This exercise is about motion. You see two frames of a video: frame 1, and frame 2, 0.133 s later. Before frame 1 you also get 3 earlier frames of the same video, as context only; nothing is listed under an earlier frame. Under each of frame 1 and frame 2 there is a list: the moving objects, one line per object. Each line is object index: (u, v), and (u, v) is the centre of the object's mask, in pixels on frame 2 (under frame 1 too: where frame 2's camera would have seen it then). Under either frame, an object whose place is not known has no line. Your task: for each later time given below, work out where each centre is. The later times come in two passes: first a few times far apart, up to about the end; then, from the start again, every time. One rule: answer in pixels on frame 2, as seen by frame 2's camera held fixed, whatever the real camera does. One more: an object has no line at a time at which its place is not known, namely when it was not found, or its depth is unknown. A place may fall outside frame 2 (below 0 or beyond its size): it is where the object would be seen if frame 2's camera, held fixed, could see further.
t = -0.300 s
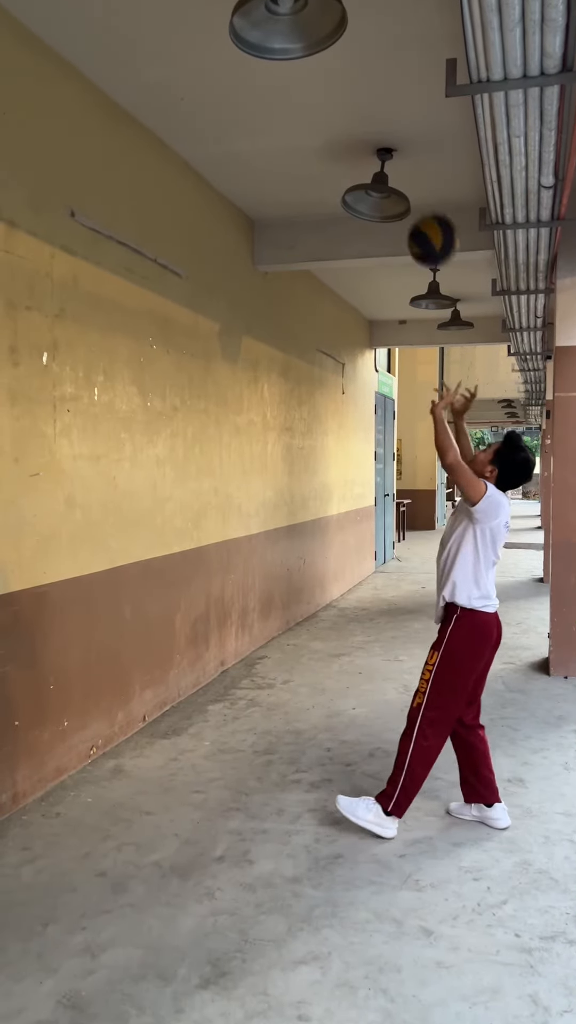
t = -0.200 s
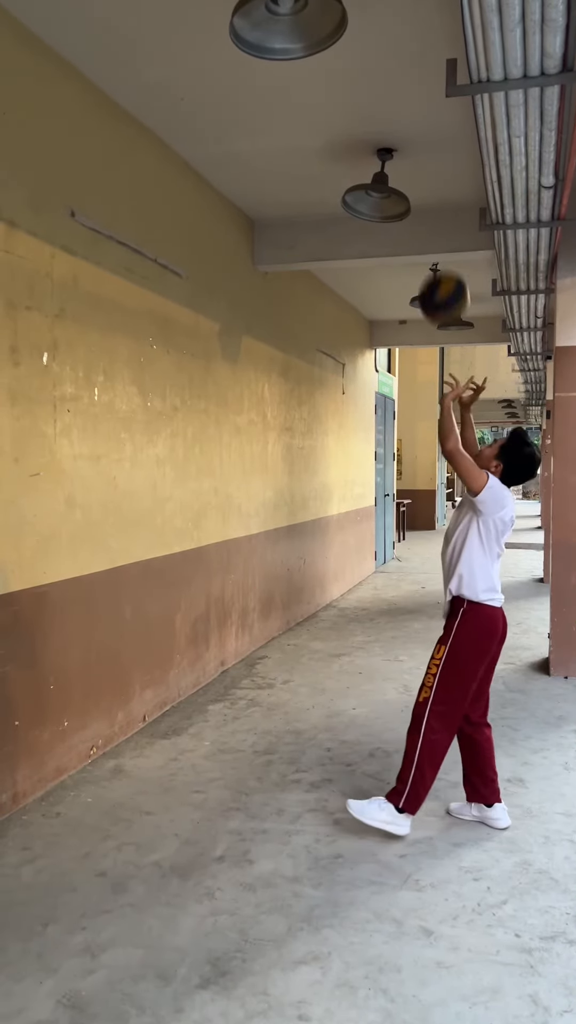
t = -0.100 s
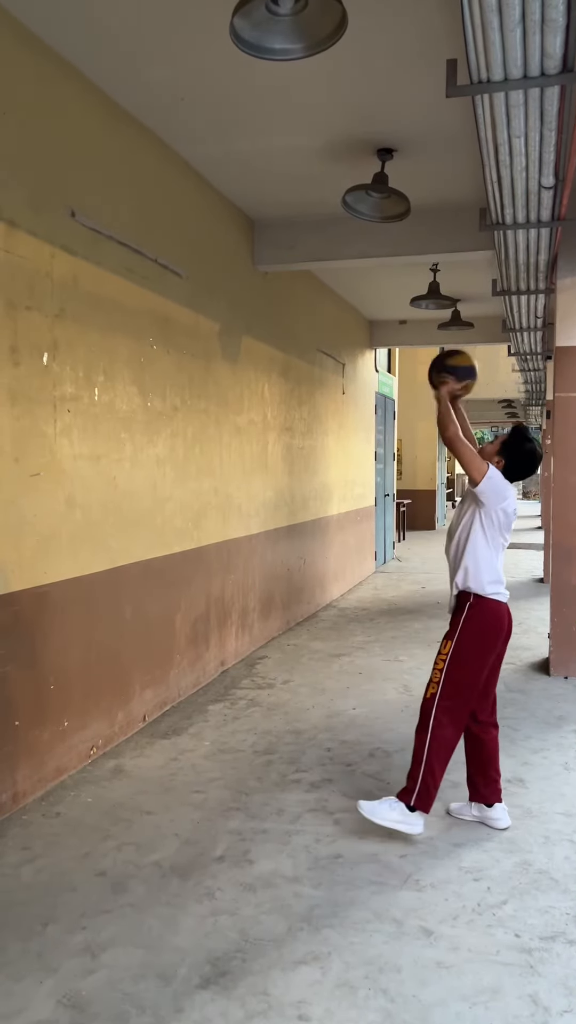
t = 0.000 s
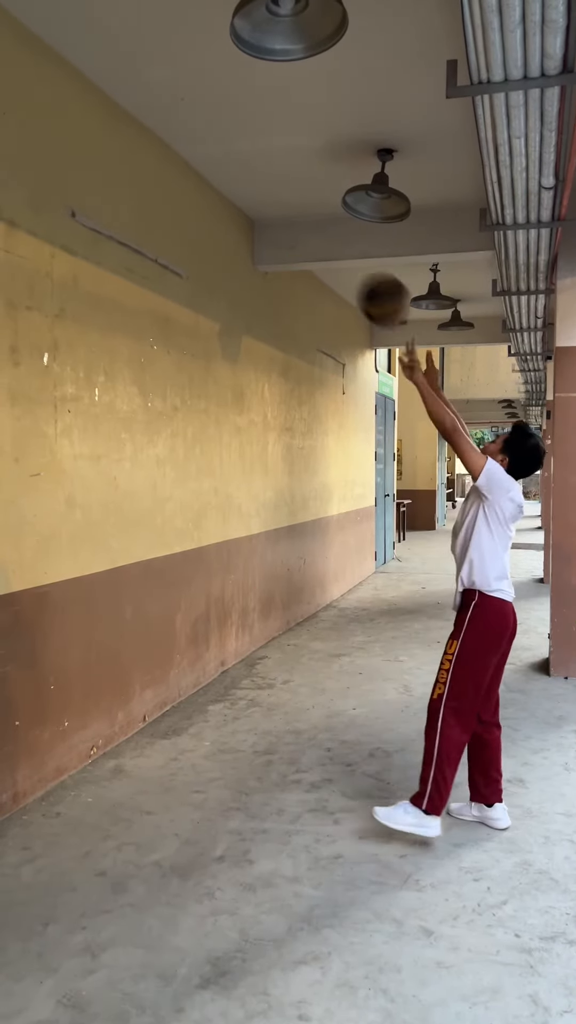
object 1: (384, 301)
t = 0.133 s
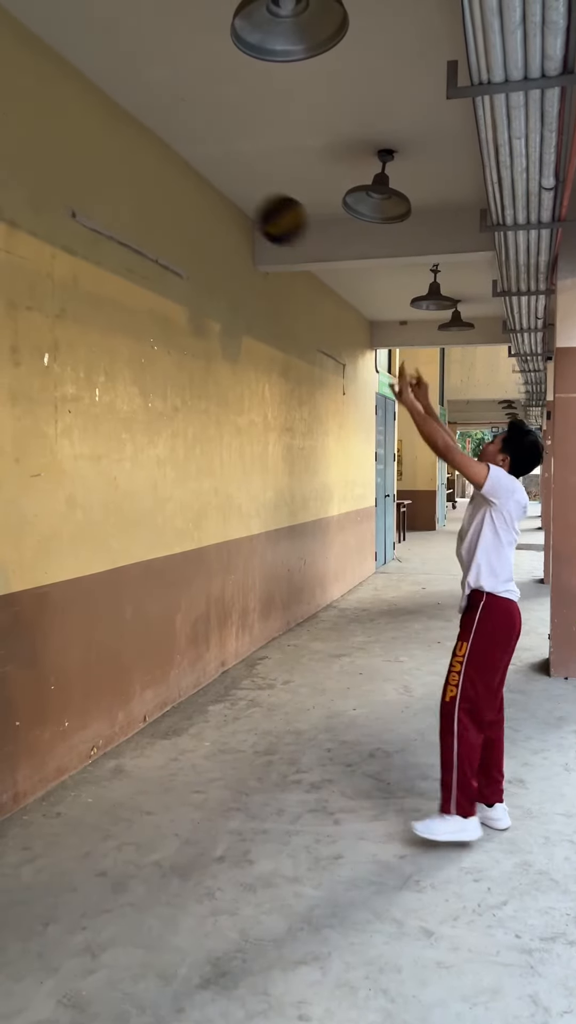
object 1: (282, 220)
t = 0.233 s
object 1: (208, 190)
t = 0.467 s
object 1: (90, 202)
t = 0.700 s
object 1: (214, 288)
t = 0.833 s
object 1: (288, 395)
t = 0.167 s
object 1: (257, 207)
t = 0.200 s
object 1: (232, 197)
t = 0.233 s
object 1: (208, 190)
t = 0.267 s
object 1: (185, 185)
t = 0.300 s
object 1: (161, 183)
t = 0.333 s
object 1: (138, 184)
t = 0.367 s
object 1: (116, 187)
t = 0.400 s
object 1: (93, 193)
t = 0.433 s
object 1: (74, 199)
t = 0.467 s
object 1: (90, 202)
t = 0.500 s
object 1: (106, 207)
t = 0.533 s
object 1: (124, 214)
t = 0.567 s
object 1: (142, 224)
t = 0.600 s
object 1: (160, 236)
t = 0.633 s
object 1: (178, 251)
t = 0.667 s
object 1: (196, 268)
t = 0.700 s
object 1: (214, 288)
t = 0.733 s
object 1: (233, 312)
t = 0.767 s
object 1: (251, 337)
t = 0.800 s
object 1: (270, 365)
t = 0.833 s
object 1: (288, 395)
